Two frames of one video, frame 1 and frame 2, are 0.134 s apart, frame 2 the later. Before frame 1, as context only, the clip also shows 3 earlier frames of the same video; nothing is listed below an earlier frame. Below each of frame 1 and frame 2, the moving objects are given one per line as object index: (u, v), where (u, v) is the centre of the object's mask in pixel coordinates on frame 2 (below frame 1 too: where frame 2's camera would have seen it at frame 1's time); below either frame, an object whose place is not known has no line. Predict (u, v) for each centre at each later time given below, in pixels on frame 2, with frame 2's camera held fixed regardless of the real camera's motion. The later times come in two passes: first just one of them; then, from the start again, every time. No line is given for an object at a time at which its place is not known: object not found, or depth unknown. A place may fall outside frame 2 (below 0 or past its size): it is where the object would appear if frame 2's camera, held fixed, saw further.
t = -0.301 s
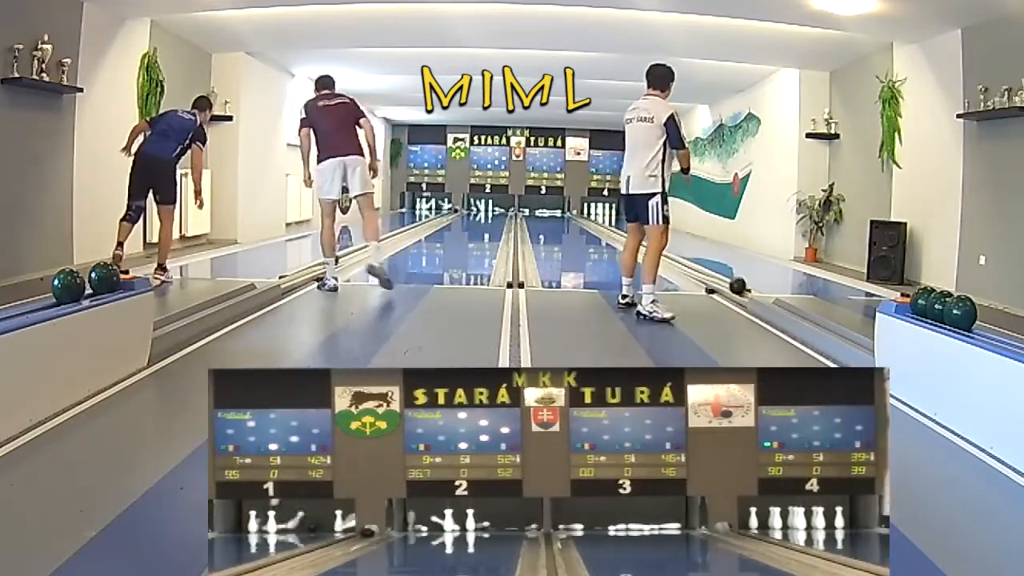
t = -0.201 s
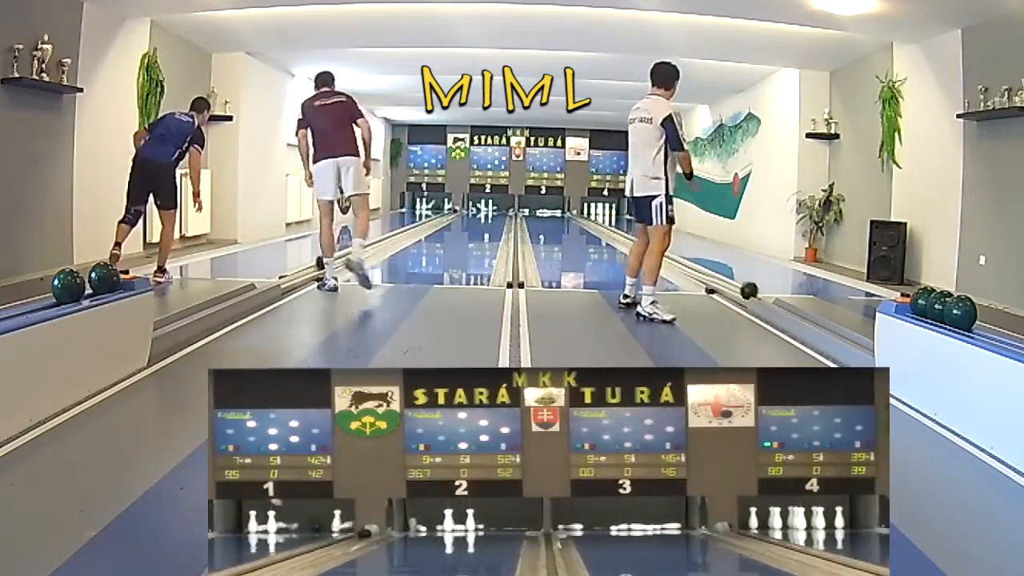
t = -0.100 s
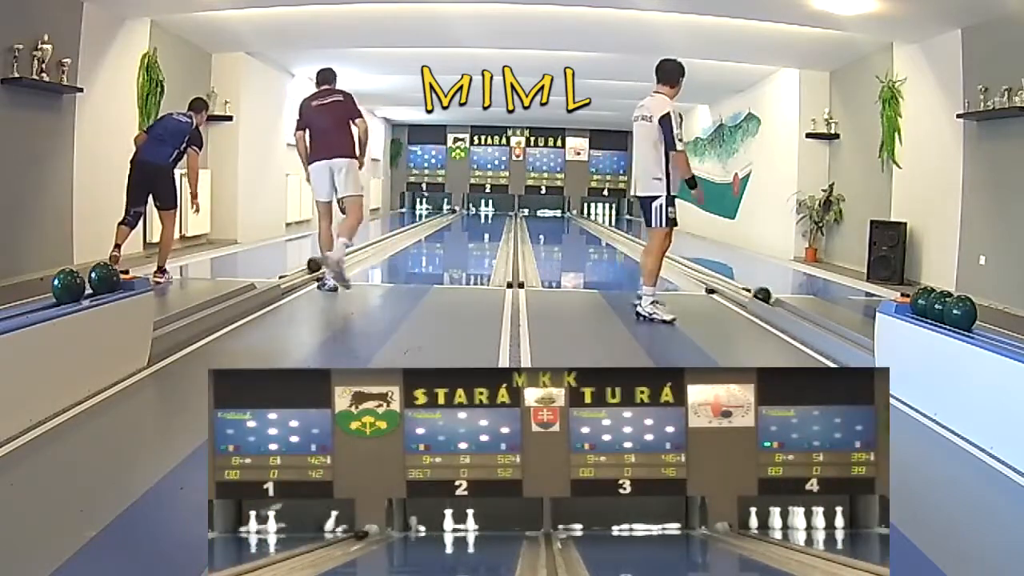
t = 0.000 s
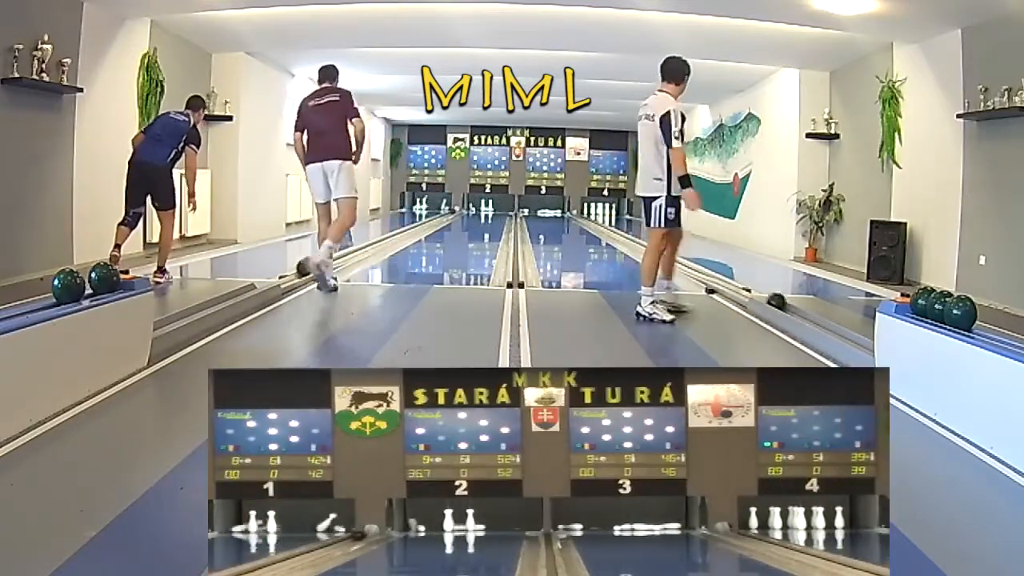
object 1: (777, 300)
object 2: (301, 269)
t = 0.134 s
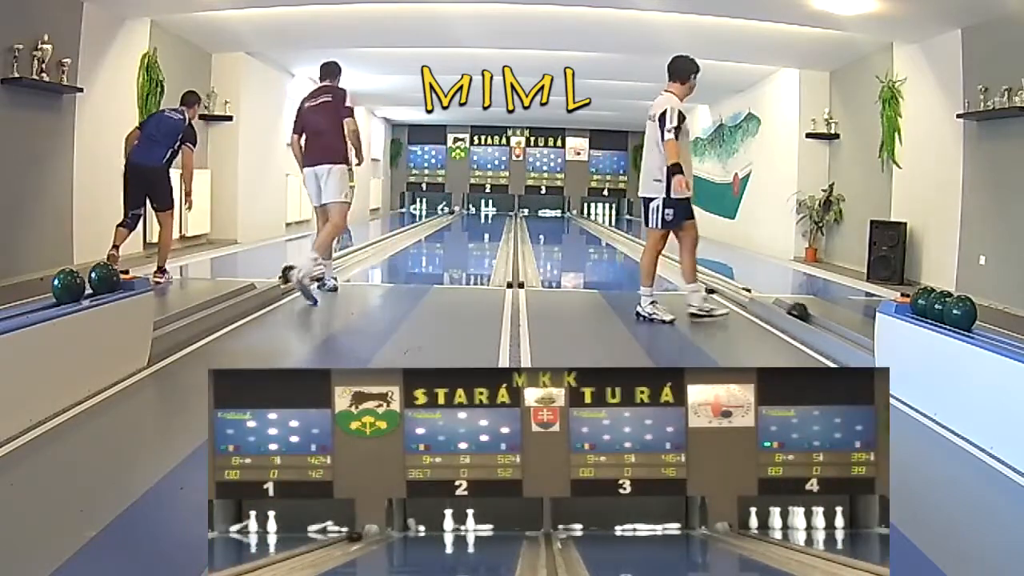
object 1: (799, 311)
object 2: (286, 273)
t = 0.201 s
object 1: (811, 317)
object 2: (280, 275)
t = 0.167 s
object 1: (806, 314)
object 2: (283, 273)
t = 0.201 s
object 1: (811, 317)
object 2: (280, 275)
